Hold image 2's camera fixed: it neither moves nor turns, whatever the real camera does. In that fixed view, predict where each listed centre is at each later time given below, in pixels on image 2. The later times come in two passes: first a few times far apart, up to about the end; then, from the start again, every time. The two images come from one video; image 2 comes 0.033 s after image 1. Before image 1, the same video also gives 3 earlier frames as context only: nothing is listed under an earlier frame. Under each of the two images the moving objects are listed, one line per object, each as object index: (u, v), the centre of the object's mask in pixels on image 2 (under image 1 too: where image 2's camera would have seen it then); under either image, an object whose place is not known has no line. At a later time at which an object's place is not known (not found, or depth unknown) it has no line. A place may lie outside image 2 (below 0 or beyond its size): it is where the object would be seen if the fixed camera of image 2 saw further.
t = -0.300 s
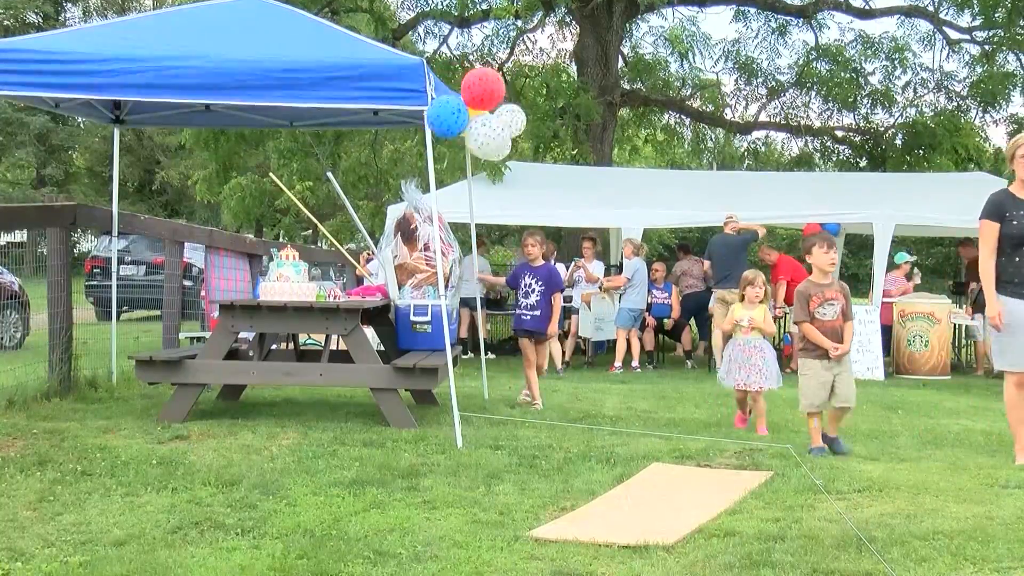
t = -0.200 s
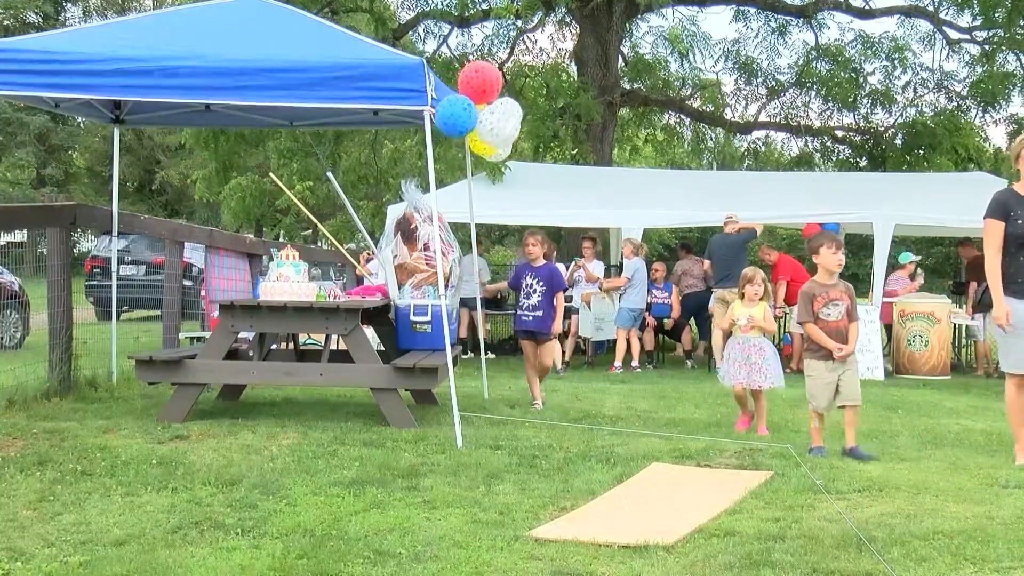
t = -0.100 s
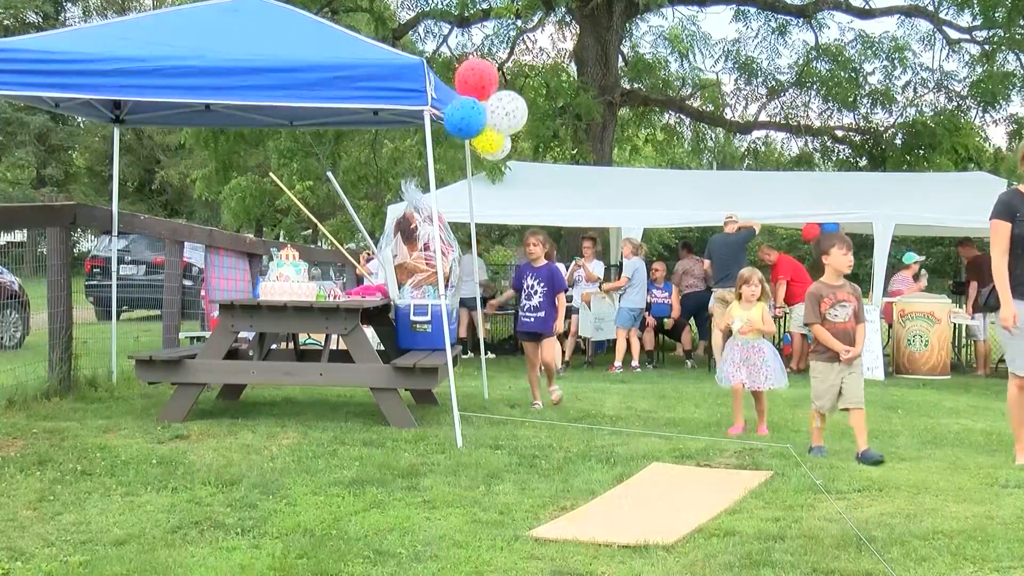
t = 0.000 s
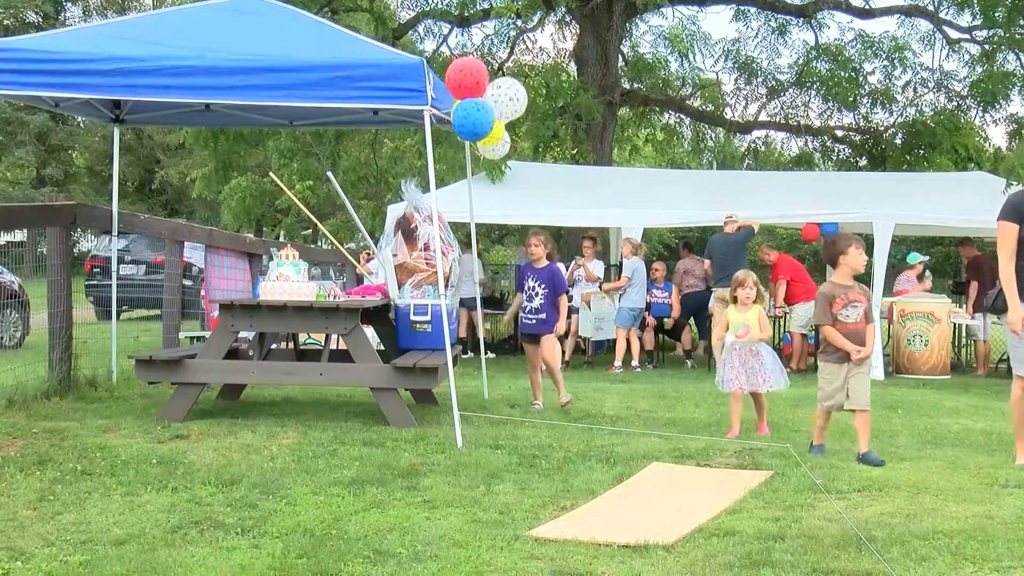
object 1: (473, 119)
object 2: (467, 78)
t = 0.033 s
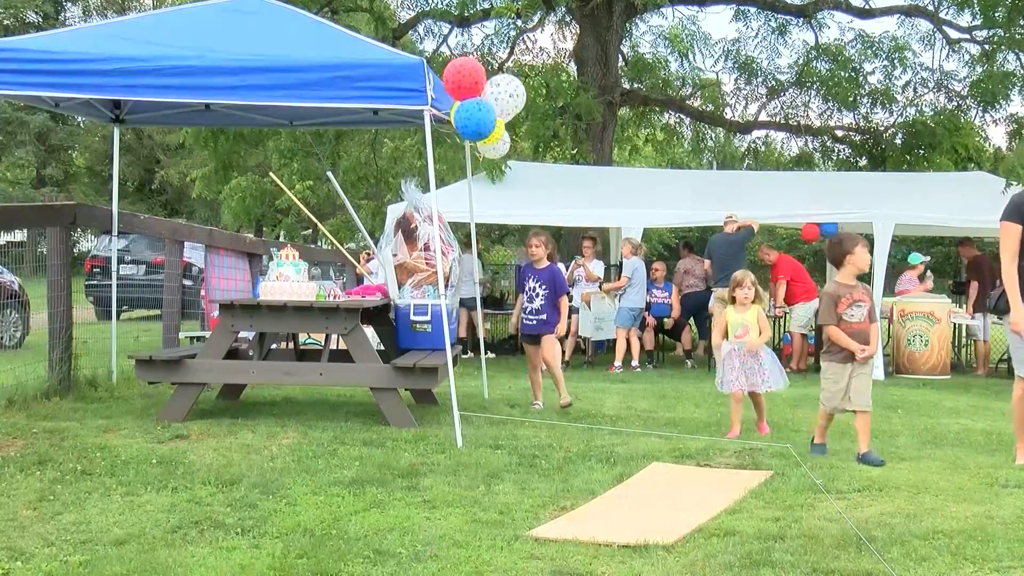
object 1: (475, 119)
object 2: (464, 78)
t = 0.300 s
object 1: (477, 127)
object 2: (465, 84)
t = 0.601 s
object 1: (466, 126)
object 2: (484, 88)
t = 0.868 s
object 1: (479, 140)
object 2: (471, 96)
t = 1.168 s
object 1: (467, 148)
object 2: (483, 107)
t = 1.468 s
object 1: (463, 159)
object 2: (472, 117)
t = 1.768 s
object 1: (452, 166)
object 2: (476, 135)
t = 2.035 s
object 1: (465, 141)
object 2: (483, 101)
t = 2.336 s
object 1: (463, 125)
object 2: (465, 79)
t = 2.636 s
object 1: (461, 127)
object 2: (471, 87)
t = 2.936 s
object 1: (465, 128)
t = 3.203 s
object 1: (480, 120)
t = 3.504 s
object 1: (479, 113)
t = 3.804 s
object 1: (469, 84)
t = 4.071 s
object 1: (454, 112)
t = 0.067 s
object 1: (476, 119)
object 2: (462, 79)
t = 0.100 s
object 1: (478, 119)
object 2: (461, 80)
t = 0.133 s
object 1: (479, 120)
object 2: (460, 81)
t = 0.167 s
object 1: (480, 121)
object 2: (460, 81)
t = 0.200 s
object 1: (480, 122)
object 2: (462, 81)
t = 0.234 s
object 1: (480, 123)
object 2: (463, 82)
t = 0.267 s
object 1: (479, 125)
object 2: (464, 82)
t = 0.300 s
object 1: (477, 127)
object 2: (465, 84)
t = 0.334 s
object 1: (476, 129)
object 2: (466, 85)
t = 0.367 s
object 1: (475, 130)
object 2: (467, 86)
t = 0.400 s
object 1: (475, 131)
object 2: (470, 86)
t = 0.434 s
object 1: (474, 132)
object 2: (473, 87)
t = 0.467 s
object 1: (472, 131)
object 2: (476, 87)
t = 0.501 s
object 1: (469, 130)
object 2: (479, 87)
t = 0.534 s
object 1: (467, 128)
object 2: (481, 87)
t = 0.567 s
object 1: (465, 126)
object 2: (482, 88)
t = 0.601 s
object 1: (466, 126)
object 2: (484, 88)
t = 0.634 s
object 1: (469, 127)
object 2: (484, 89)
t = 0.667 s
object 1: (474, 128)
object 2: (483, 89)
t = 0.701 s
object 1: (478, 130)
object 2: (479, 90)
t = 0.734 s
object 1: (480, 131)
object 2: (476, 91)
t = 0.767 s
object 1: (481, 133)
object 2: (473, 91)
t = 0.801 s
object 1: (480, 134)
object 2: (471, 92)
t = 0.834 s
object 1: (479, 136)
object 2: (470, 93)
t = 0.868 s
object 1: (479, 140)
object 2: (471, 96)
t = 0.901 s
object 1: (480, 143)
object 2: (473, 99)
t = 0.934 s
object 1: (479, 146)
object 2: (474, 103)
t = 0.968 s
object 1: (476, 149)
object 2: (474, 106)
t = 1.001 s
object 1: (473, 151)
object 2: (472, 107)
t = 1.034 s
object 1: (470, 152)
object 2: (473, 108)
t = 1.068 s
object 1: (468, 152)
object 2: (476, 109)
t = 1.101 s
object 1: (469, 151)
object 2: (479, 109)
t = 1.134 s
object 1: (468, 150)
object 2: (482, 108)
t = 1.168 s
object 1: (467, 148)
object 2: (483, 107)
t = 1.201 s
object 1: (467, 148)
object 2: (483, 107)
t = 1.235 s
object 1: (468, 148)
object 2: (483, 107)
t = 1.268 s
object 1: (469, 150)
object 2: (483, 109)
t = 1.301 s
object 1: (469, 151)
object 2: (482, 111)
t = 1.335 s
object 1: (469, 153)
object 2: (480, 112)
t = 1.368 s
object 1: (468, 155)
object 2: (478, 114)
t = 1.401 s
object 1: (466, 157)
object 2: (476, 115)
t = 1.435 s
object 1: (465, 158)
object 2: (474, 116)
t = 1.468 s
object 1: (463, 159)
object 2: (472, 117)
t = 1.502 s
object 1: (462, 159)
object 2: (471, 117)
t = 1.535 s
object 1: (461, 160)
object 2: (472, 118)
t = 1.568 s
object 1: (459, 160)
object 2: (473, 120)
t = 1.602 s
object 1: (457, 162)
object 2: (474, 122)
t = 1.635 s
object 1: (455, 163)
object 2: (475, 125)
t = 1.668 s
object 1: (453, 164)
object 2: (475, 128)
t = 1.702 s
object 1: (452, 165)
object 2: (475, 131)
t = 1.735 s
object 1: (452, 165)
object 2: (476, 133)
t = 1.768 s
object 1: (452, 166)
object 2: (476, 135)
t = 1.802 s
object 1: (452, 166)
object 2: (474, 134)
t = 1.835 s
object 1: (454, 165)
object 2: (474, 131)
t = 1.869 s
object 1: (458, 163)
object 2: (474, 127)
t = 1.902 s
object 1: (462, 161)
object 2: (476, 123)
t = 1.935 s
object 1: (465, 157)
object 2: (479, 118)
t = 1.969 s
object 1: (466, 153)
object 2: (481, 113)
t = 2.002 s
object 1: (467, 147)
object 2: (483, 107)
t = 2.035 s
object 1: (465, 141)
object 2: (483, 101)
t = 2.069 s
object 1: (463, 135)
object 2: (483, 95)
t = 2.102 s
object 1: (462, 131)
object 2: (481, 90)
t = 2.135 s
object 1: (462, 127)
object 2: (479, 87)
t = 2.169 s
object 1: (462, 126)
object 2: (477, 83)
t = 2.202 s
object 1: (462, 127)
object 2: (473, 81)
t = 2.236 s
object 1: (462, 126)
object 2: (470, 80)
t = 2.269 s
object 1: (462, 126)
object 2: (468, 79)
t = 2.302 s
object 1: (463, 126)
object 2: (466, 79)
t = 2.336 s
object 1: (463, 125)
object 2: (465, 79)
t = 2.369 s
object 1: (463, 125)
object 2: (465, 79)
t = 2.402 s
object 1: (464, 125)
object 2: (464, 79)
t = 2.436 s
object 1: (464, 125)
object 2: (465, 80)
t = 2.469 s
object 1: (464, 125)
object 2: (465, 81)
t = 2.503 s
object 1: (464, 126)
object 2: (466, 81)
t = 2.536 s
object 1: (463, 126)
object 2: (467, 82)
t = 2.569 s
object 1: (463, 127)
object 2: (468, 83)
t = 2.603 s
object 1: (462, 127)
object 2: (470, 85)
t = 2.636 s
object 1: (461, 127)
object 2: (471, 87)
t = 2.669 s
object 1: (461, 128)
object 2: (472, 89)
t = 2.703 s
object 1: (460, 128)
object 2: (474, 91)
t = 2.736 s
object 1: (459, 129)
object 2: (475, 94)
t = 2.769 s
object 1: (459, 130)
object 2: (477, 97)
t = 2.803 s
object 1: (459, 131)
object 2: (478, 100)
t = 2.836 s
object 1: (460, 131)
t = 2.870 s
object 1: (460, 131)
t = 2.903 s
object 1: (462, 129)
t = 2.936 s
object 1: (465, 128)
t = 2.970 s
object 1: (468, 126)
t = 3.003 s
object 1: (472, 124)
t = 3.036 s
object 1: (474, 123)
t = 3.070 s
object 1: (476, 122)
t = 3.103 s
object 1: (478, 121)
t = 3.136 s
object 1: (479, 120)
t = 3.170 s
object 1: (480, 120)
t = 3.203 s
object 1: (480, 120)
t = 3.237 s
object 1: (480, 120)
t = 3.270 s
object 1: (481, 119)
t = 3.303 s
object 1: (481, 119)
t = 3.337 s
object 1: (480, 119)
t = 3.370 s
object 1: (480, 119)
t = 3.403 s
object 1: (479, 118)
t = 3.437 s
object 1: (478, 117)
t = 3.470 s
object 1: (478, 116)
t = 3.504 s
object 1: (479, 113)
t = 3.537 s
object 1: (479, 110)
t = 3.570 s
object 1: (480, 107)
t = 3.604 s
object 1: (480, 102)
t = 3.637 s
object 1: (480, 98)
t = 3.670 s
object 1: (478, 94)
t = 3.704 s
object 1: (476, 90)
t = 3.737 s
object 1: (474, 87)
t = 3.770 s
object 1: (471, 85)
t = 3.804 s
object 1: (469, 84)
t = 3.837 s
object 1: (466, 84)
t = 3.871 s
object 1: (464, 86)
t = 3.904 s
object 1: (462, 89)
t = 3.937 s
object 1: (460, 95)
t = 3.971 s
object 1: (458, 99)
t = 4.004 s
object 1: (456, 105)
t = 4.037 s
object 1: (455, 109)
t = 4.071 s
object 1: (454, 112)
